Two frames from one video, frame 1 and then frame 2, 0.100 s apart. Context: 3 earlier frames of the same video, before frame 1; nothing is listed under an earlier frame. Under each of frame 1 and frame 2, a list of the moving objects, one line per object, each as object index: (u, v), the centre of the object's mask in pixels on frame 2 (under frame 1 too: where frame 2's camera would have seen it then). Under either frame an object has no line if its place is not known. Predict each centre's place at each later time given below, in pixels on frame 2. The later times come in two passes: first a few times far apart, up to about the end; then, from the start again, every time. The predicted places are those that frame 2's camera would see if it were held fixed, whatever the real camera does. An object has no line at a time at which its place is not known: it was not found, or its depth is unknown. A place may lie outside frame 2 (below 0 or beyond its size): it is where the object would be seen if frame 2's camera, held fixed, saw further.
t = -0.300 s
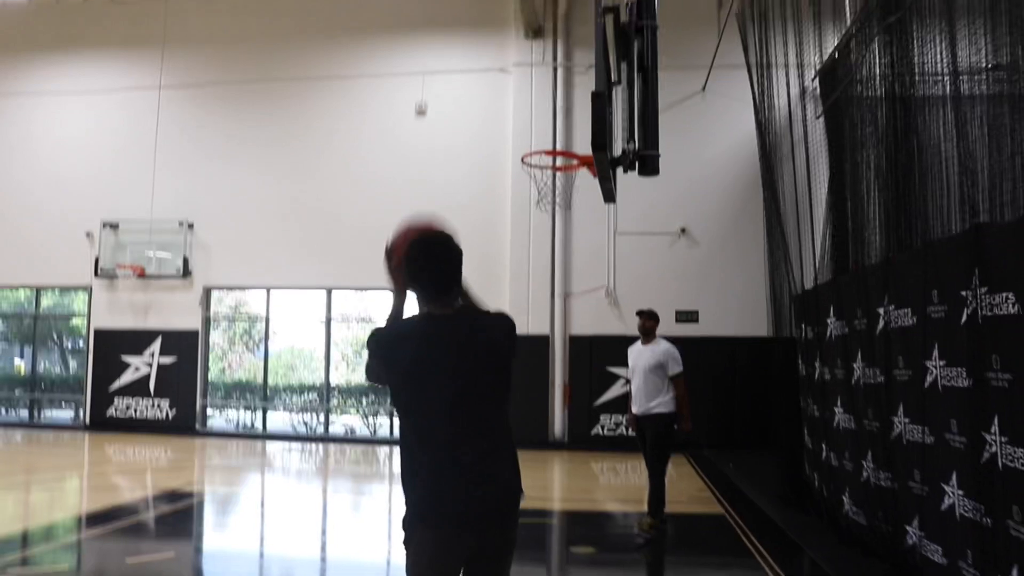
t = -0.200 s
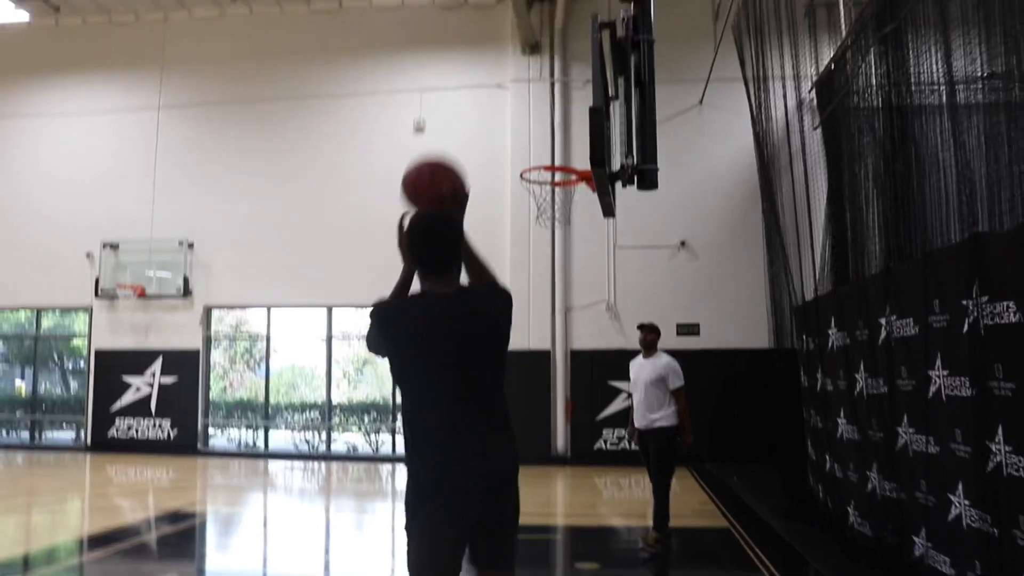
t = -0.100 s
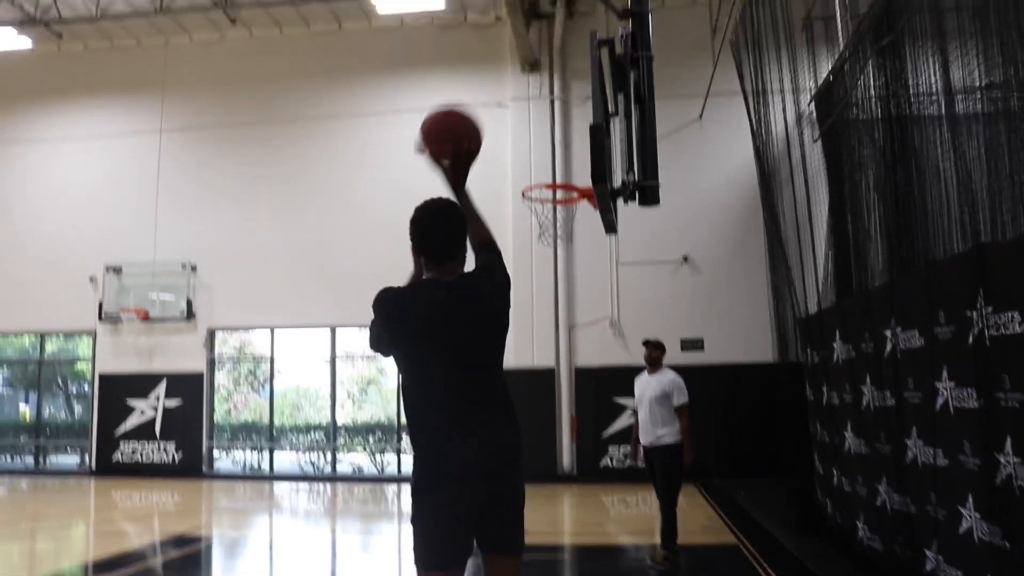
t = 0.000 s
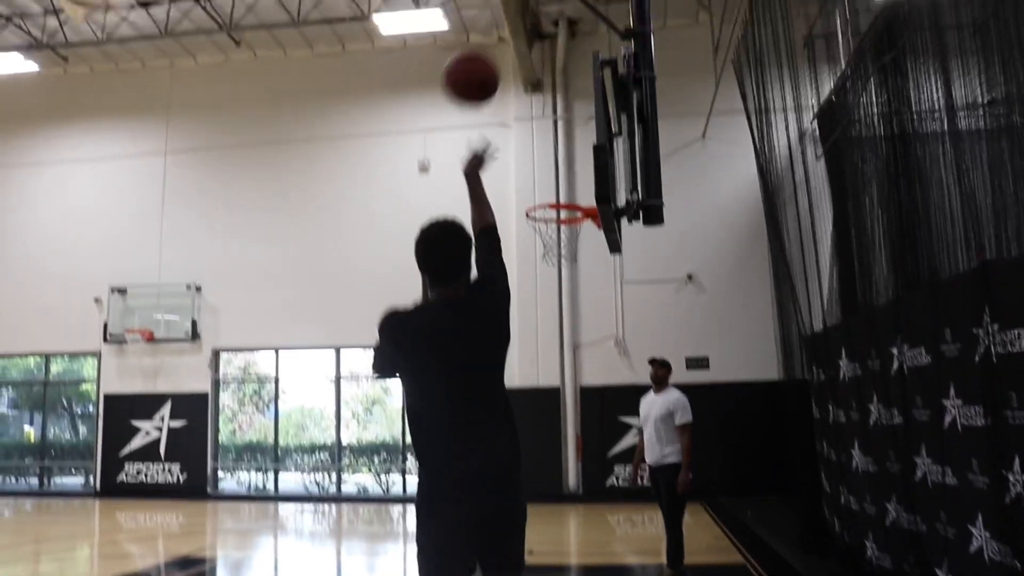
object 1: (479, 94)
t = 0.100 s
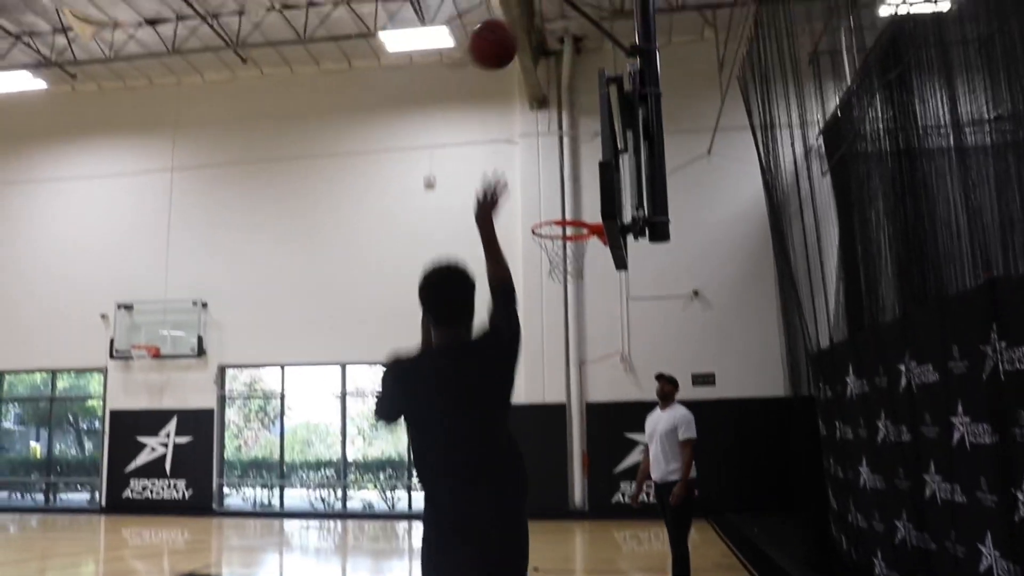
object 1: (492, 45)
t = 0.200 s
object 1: (504, 21)
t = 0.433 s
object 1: (529, 34)
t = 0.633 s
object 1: (545, 93)
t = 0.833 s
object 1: (559, 189)
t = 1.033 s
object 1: (570, 281)
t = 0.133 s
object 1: (497, 34)
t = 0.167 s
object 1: (501, 27)
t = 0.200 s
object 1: (504, 21)
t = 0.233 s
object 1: (507, 18)
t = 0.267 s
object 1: (511, 17)
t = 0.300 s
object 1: (514, 17)
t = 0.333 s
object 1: (518, 19)
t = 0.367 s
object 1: (522, 23)
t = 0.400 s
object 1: (526, 27)
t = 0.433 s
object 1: (529, 34)
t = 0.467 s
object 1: (533, 41)
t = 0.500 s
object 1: (535, 47)
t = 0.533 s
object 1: (537, 54)
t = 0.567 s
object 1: (540, 69)
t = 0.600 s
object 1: (543, 81)
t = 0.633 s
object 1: (545, 93)
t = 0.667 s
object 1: (547, 104)
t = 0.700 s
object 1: (550, 120)
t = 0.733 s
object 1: (552, 136)
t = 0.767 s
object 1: (554, 154)
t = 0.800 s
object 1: (556, 171)
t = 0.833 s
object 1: (559, 189)
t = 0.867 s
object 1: (562, 208)
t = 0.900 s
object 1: (565, 232)
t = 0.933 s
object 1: (566, 250)
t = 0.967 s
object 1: (569, 264)
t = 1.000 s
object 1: (569, 272)
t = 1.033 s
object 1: (570, 281)
